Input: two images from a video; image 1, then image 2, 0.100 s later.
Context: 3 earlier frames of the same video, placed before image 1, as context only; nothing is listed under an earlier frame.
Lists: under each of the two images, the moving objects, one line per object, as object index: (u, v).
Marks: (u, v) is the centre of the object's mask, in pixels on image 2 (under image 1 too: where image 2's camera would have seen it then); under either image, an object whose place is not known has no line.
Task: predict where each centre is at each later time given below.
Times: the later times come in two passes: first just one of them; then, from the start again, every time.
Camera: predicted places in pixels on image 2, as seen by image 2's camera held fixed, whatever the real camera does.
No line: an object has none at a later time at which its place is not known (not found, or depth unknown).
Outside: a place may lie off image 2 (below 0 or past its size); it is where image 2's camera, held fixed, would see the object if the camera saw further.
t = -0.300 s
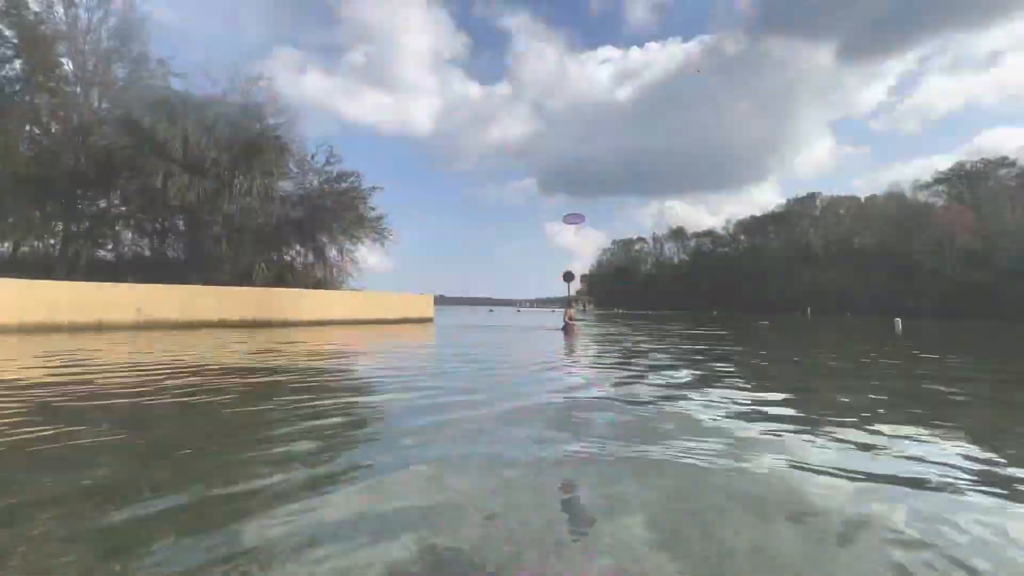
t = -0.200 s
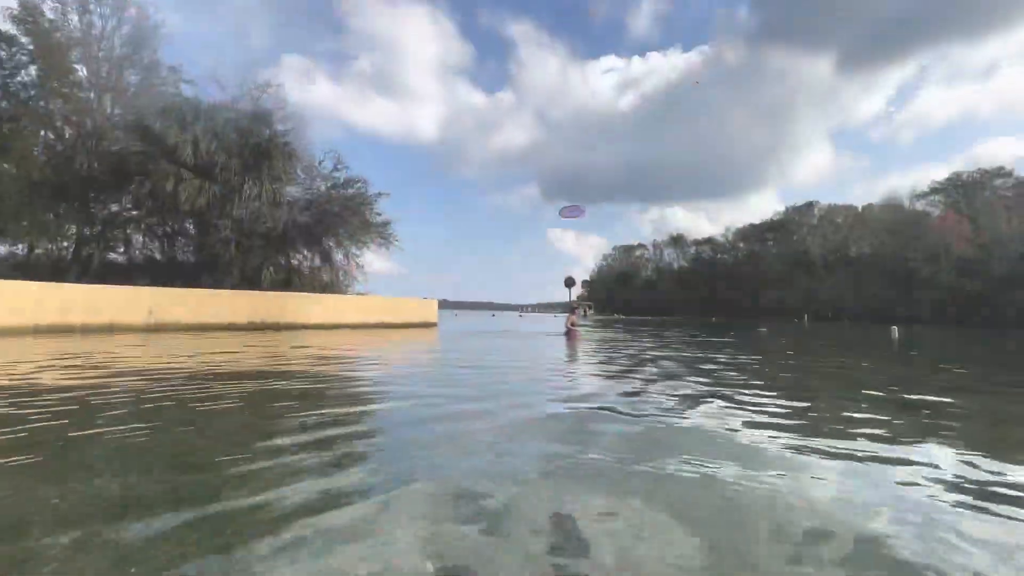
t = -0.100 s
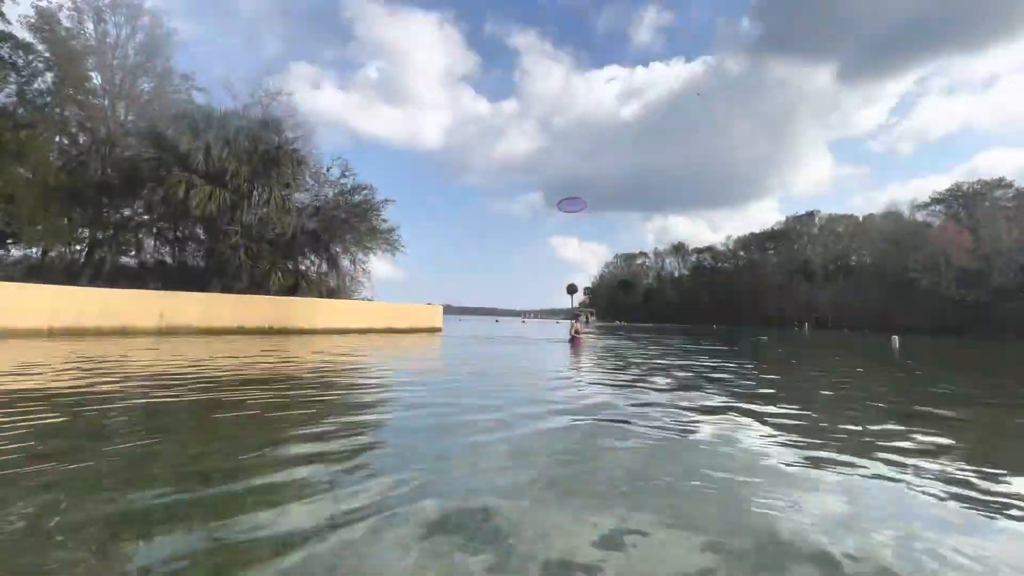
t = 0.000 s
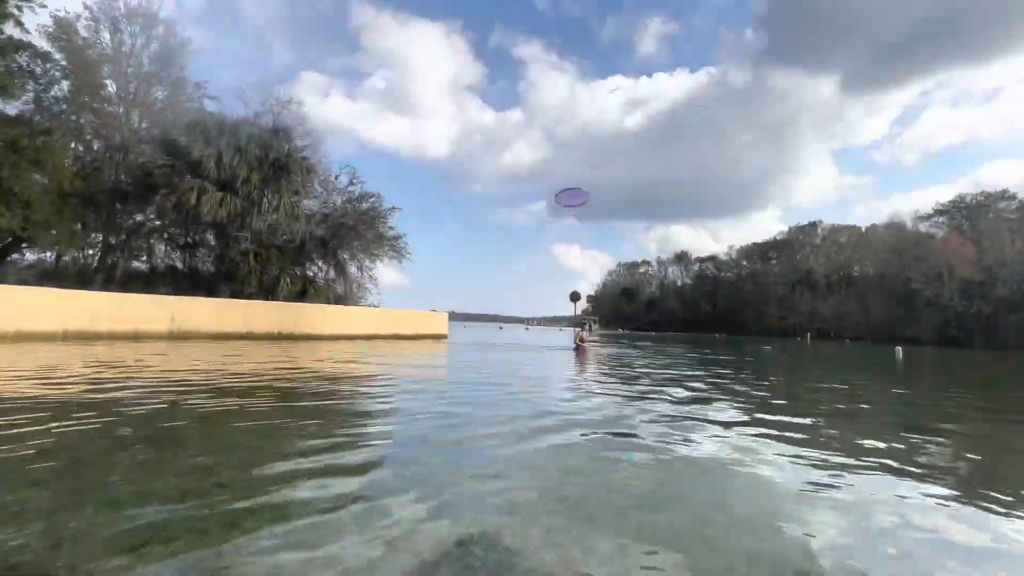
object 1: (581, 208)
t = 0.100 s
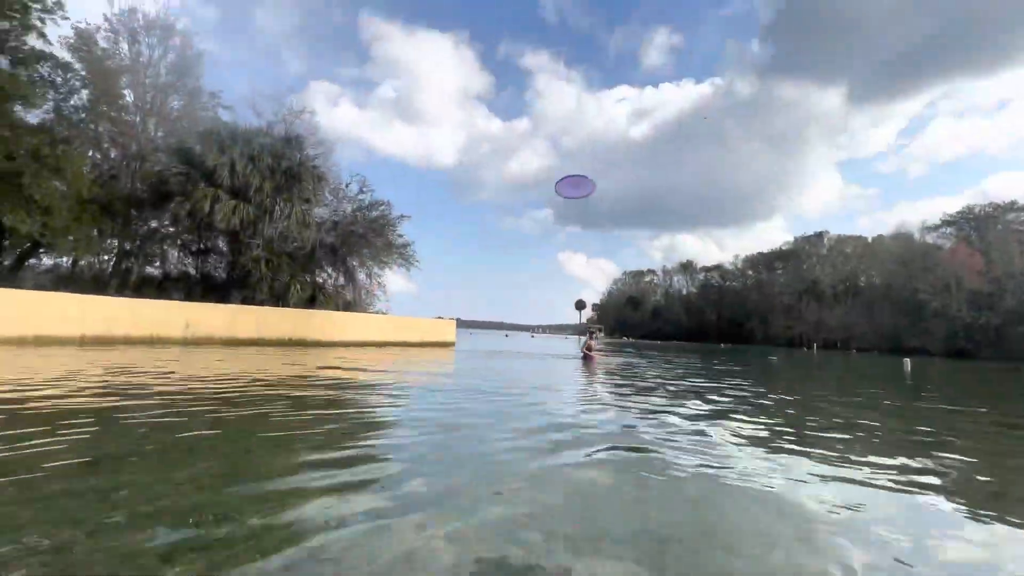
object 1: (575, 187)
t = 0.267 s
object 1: (561, 144)
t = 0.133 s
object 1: (573, 179)
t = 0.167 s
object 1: (570, 171)
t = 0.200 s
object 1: (567, 162)
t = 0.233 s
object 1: (565, 154)
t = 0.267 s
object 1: (561, 144)
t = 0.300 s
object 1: (558, 136)
